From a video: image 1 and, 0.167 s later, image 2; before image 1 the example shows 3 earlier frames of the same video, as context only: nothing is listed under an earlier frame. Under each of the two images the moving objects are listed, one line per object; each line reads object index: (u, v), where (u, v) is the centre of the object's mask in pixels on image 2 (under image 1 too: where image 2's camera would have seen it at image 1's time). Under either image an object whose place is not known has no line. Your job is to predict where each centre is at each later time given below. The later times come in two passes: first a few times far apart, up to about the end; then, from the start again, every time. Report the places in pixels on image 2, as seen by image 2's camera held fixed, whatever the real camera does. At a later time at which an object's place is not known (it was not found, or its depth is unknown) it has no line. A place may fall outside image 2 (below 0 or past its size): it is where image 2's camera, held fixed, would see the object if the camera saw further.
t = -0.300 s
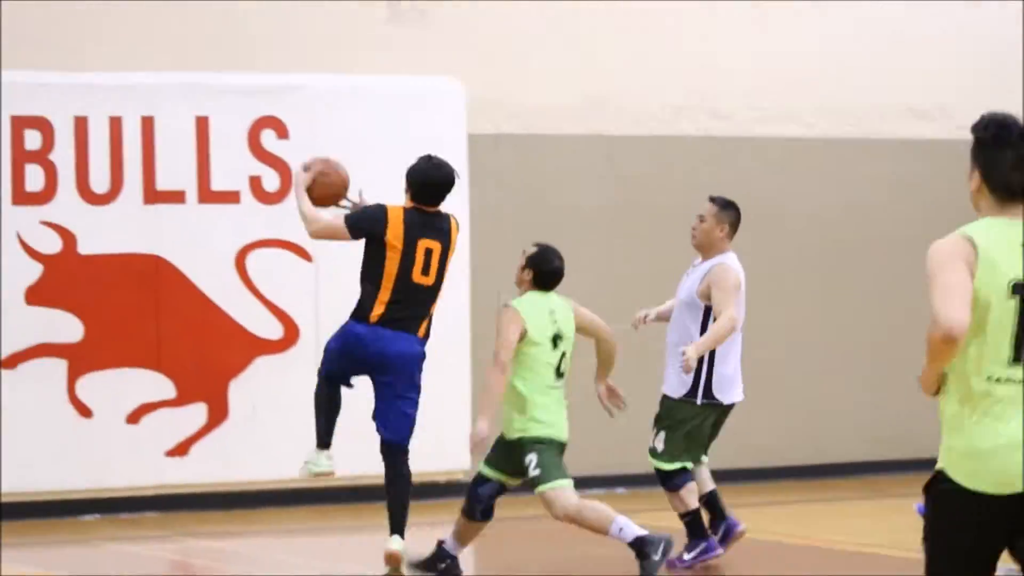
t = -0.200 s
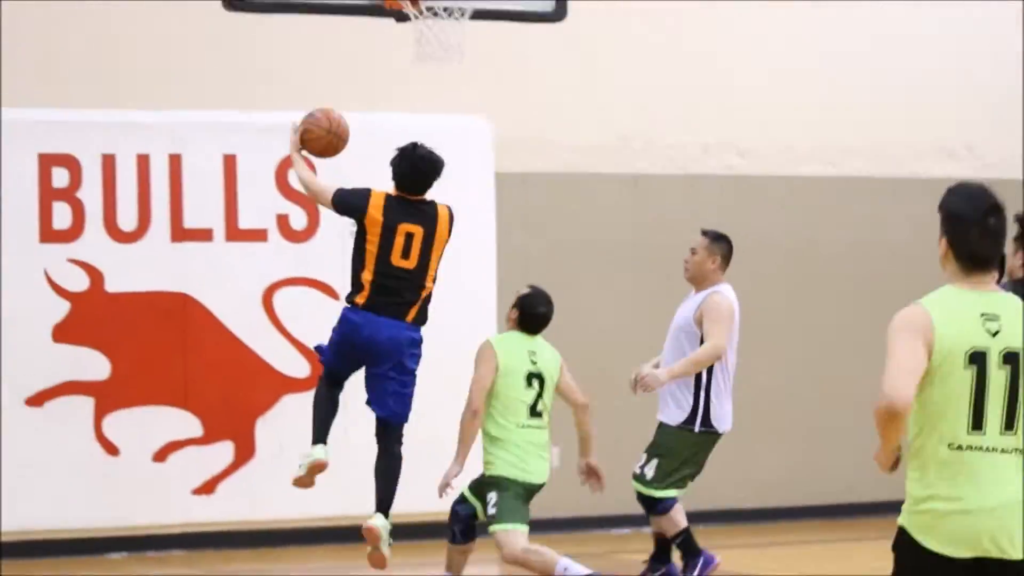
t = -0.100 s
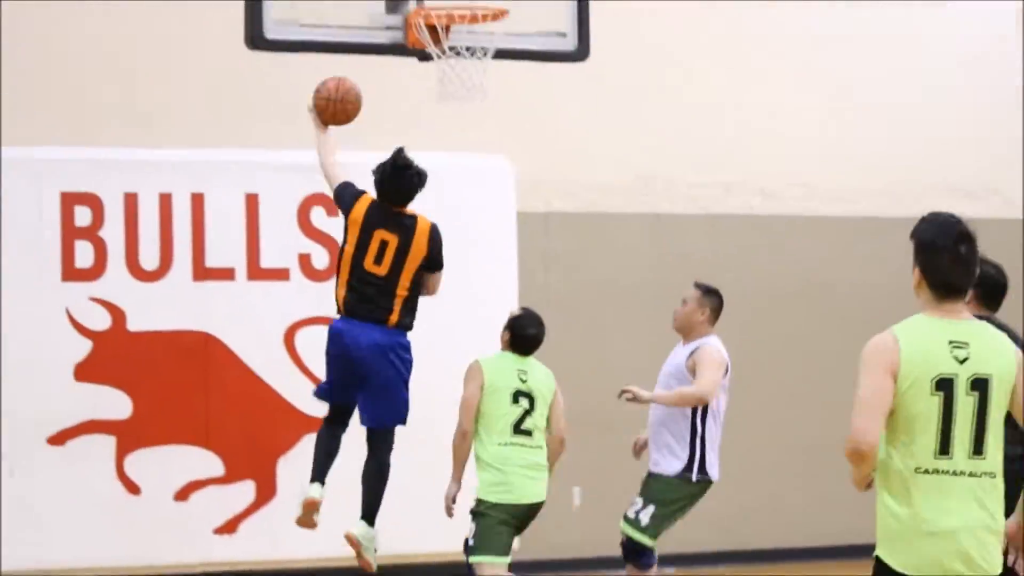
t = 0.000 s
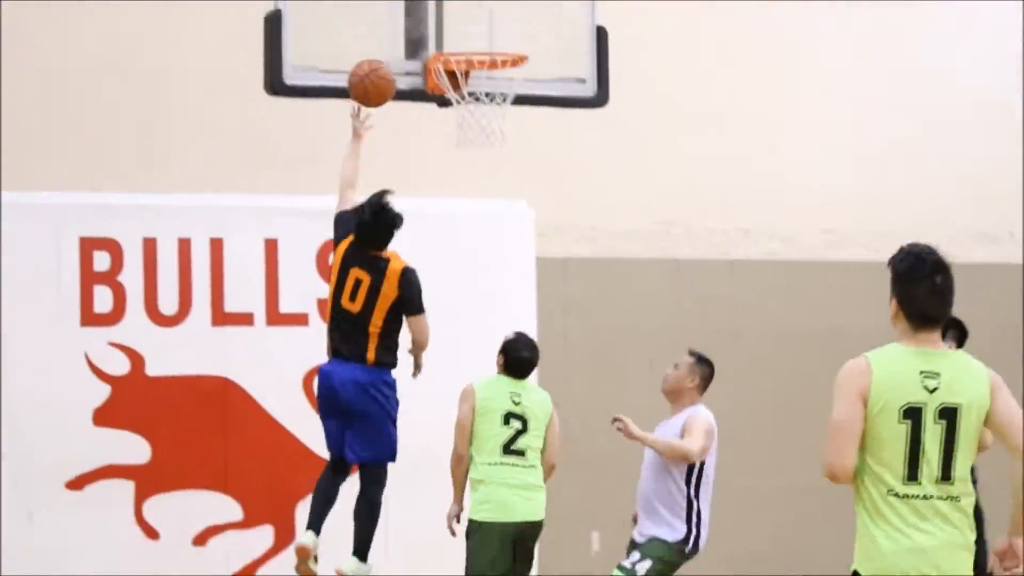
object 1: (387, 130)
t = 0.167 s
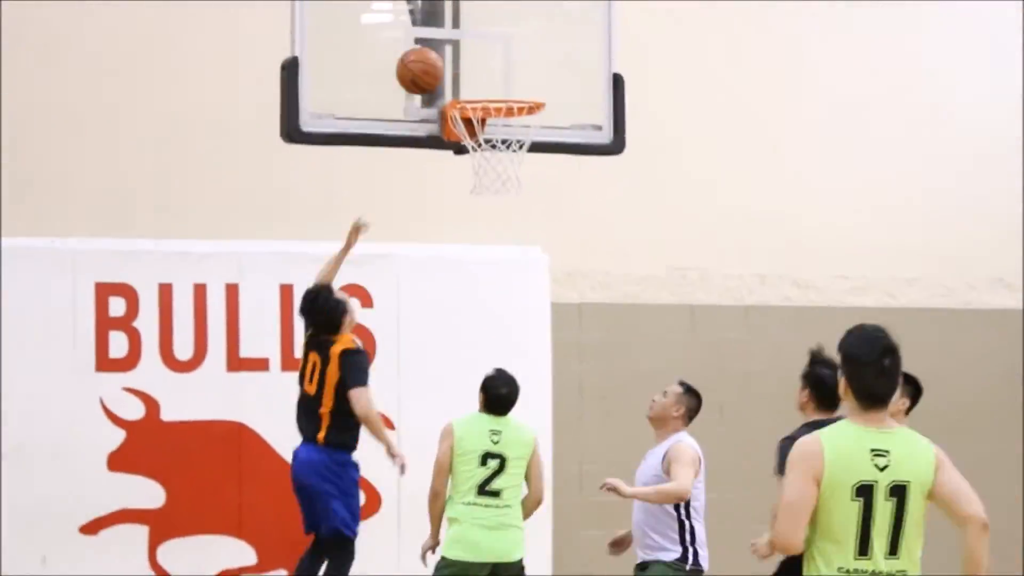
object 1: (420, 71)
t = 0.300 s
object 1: (463, 56)
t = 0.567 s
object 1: (492, 86)
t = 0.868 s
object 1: (523, 143)
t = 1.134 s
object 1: (498, 242)
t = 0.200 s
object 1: (429, 64)
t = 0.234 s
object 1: (441, 60)
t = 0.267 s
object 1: (452, 57)
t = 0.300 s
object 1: (463, 56)
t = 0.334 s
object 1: (474, 59)
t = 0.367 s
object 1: (485, 63)
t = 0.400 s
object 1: (497, 69)
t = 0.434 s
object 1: (508, 77)
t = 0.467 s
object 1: (518, 83)
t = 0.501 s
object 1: (510, 83)
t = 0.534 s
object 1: (501, 84)
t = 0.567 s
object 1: (492, 86)
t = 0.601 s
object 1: (482, 97)
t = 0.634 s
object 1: (479, 103)
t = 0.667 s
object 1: (489, 103)
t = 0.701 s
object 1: (498, 106)
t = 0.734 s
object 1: (507, 111)
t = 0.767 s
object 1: (517, 119)
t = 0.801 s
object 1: (523, 126)
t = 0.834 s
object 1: (523, 135)
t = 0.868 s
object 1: (523, 143)
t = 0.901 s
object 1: (521, 151)
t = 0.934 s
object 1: (519, 158)
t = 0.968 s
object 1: (515, 176)
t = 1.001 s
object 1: (511, 179)
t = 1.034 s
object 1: (508, 192)
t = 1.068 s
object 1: (505, 207)
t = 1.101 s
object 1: (501, 224)
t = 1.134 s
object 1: (498, 242)
